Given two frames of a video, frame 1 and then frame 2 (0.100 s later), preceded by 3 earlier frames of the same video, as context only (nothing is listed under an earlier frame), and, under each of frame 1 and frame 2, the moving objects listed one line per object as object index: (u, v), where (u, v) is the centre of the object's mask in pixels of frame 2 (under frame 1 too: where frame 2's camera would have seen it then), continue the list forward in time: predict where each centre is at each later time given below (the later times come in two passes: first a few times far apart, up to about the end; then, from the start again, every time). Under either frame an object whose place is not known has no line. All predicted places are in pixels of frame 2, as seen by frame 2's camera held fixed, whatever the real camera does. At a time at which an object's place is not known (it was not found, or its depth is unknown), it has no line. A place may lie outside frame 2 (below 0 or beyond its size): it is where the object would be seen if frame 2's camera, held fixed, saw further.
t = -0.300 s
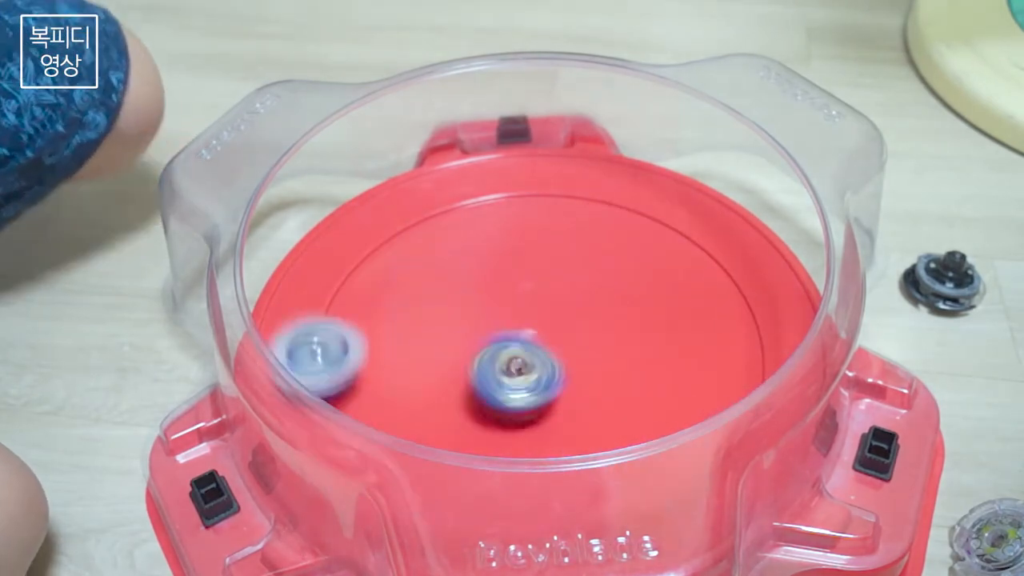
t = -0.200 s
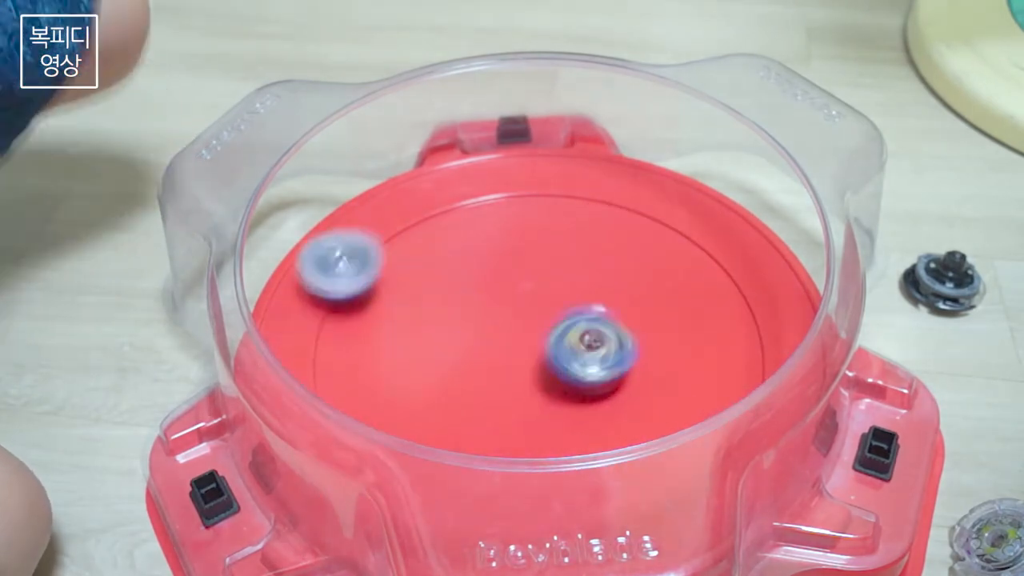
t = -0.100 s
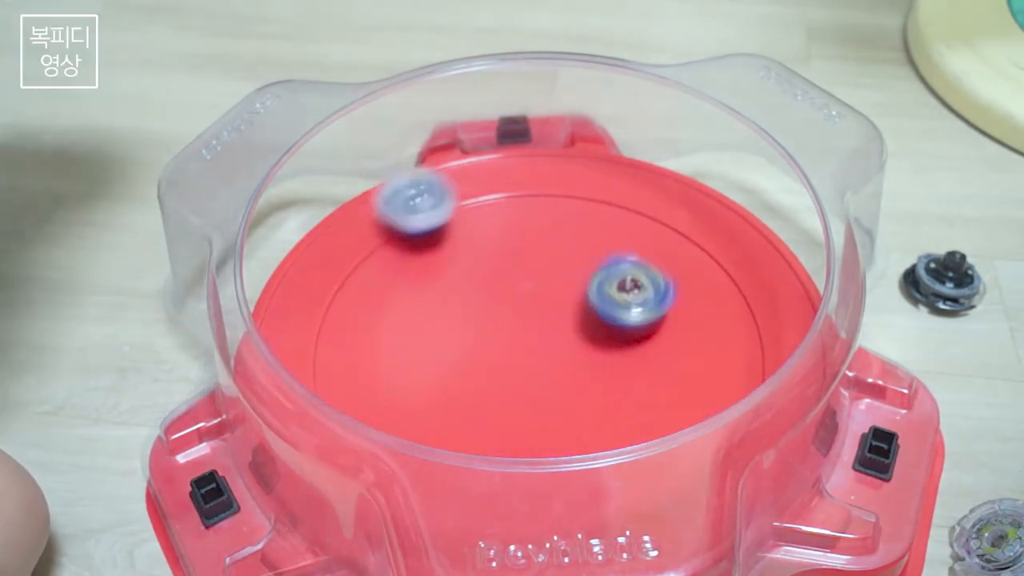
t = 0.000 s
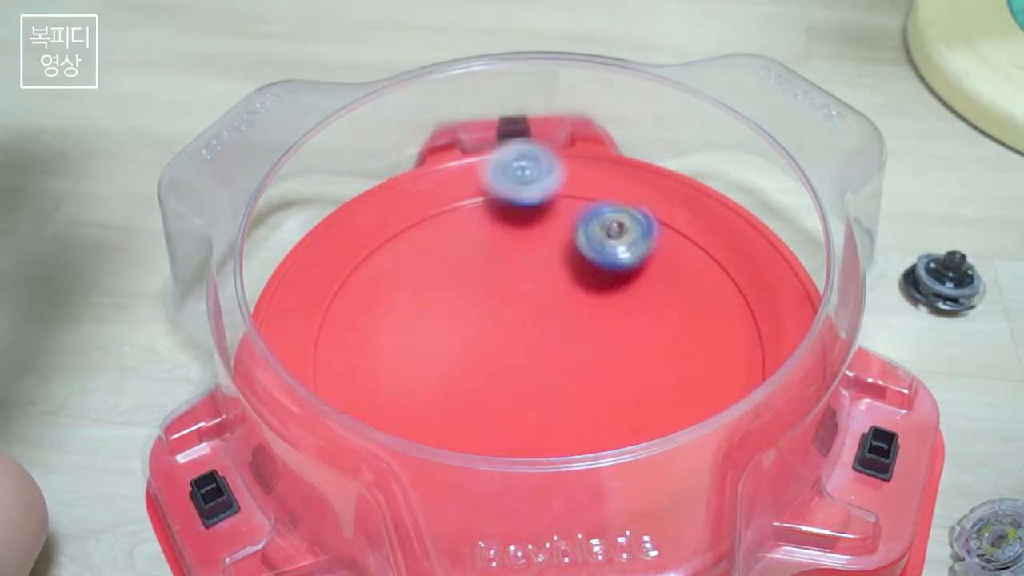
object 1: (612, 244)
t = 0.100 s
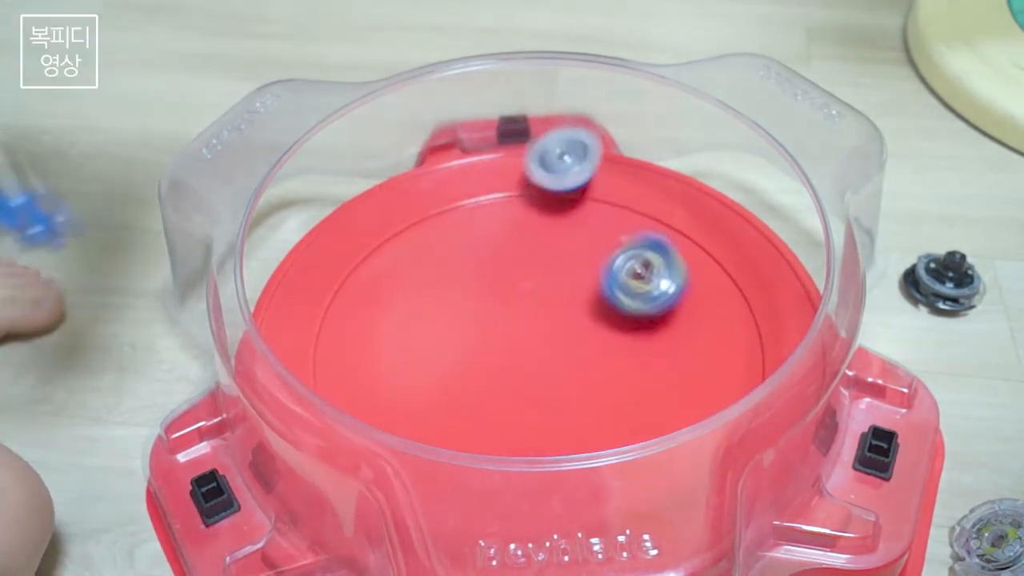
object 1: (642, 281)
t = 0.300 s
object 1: (731, 367)
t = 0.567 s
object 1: (601, 408)
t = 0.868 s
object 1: (555, 468)
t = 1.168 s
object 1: (480, 341)
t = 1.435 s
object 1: (590, 440)
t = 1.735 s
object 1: (573, 423)
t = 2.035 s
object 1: (551, 360)
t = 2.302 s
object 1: (424, 361)
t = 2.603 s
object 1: (547, 349)
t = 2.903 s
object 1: (510, 252)
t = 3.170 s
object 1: (508, 343)
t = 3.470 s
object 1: (660, 364)
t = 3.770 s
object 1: (562, 313)
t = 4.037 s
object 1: (545, 334)
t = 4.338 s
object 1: (564, 350)
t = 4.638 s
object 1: (541, 308)
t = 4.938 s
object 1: (494, 337)
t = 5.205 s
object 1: (567, 360)
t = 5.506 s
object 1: (587, 345)
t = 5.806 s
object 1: (562, 369)
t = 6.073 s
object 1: (631, 389)
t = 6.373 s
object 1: (553, 336)
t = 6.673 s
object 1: (437, 337)
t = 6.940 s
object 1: (517, 366)
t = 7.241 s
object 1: (562, 347)
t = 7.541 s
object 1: (552, 340)
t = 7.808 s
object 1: (532, 360)
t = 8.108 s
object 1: (612, 409)
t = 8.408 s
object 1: (646, 384)
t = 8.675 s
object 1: (650, 340)
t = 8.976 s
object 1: (585, 301)
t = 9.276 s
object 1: (613, 278)
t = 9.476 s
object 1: (610, 300)
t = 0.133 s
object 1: (662, 302)
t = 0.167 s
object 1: (680, 321)
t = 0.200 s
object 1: (698, 337)
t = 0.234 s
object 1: (714, 353)
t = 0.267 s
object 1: (725, 362)
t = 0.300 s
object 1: (731, 367)
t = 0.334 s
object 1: (738, 381)
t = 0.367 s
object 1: (726, 390)
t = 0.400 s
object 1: (711, 394)
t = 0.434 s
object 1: (689, 393)
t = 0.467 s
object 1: (669, 398)
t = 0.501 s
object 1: (648, 403)
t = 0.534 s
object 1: (624, 405)
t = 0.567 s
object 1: (601, 408)
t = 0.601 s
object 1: (599, 419)
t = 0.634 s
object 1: (603, 463)
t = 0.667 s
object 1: (605, 494)
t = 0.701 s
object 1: (599, 498)
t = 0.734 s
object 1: (595, 499)
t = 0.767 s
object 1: (585, 499)
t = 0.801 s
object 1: (575, 497)
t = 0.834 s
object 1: (566, 482)
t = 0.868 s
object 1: (555, 468)
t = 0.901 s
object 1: (544, 451)
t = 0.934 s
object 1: (533, 428)
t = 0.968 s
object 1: (520, 419)
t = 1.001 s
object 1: (507, 401)
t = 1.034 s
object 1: (497, 382)
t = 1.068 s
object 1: (486, 364)
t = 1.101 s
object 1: (475, 344)
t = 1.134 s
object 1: (467, 325)
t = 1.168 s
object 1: (480, 341)
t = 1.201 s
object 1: (503, 363)
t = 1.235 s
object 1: (528, 390)
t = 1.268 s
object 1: (551, 409)
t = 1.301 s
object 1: (571, 419)
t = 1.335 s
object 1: (588, 424)
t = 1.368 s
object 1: (596, 441)
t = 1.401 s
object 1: (596, 443)
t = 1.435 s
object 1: (590, 440)
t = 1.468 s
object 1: (581, 437)
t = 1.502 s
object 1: (571, 423)
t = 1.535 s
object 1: (560, 420)
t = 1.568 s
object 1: (548, 416)
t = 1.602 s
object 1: (539, 414)
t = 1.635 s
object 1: (546, 419)
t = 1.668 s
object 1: (554, 422)
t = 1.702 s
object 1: (563, 422)
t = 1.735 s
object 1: (573, 423)
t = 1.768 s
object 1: (582, 421)
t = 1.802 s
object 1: (589, 419)
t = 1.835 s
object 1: (595, 414)
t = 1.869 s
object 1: (595, 409)
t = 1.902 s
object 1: (594, 402)
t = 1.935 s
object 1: (587, 393)
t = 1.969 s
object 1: (579, 382)
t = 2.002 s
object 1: (566, 370)
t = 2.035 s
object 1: (551, 360)
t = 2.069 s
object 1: (534, 351)
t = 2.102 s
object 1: (516, 345)
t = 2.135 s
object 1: (498, 339)
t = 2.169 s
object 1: (479, 337)
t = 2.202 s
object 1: (460, 337)
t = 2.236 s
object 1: (444, 342)
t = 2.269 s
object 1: (431, 350)
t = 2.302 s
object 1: (424, 361)
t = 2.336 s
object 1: (424, 373)
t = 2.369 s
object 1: (432, 384)
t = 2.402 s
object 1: (447, 391)
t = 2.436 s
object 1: (466, 395)
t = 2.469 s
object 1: (486, 392)
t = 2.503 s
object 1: (506, 385)
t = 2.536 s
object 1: (523, 375)
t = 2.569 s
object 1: (536, 363)
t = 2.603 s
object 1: (547, 349)
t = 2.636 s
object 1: (555, 335)
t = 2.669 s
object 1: (561, 322)
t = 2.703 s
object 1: (564, 306)
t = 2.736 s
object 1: (563, 293)
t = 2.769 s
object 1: (559, 279)
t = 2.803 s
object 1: (550, 269)
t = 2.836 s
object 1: (539, 259)
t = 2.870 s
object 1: (526, 252)
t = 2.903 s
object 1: (510, 252)
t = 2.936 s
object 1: (498, 256)
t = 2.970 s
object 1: (489, 262)
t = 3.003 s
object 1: (483, 272)
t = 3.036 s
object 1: (480, 285)
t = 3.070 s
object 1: (481, 301)
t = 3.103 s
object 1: (487, 317)
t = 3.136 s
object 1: (496, 331)
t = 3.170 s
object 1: (508, 343)
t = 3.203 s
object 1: (523, 354)
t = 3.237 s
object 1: (539, 364)
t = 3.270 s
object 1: (556, 370)
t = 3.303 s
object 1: (574, 376)
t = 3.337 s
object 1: (593, 379)
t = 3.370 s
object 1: (611, 379)
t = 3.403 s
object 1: (629, 378)
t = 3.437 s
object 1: (646, 372)
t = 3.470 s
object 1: (660, 364)
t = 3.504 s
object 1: (668, 351)
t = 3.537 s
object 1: (670, 340)
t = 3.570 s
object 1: (666, 327)
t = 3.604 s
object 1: (654, 318)
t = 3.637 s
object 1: (638, 311)
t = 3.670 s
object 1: (619, 309)
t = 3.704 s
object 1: (601, 308)
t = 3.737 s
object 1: (582, 309)
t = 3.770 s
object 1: (562, 313)
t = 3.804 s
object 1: (544, 319)
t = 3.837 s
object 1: (537, 321)
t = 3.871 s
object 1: (537, 322)
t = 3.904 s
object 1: (538, 325)
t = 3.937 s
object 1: (540, 328)
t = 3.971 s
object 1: (541, 330)
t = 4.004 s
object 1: (543, 332)
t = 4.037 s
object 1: (545, 334)
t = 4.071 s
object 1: (547, 337)
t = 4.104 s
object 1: (548, 340)
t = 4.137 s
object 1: (551, 341)
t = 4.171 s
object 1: (553, 344)
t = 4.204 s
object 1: (556, 347)
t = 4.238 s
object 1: (558, 346)
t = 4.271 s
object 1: (560, 349)
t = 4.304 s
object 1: (562, 349)
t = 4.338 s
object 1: (564, 350)
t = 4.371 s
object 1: (566, 348)
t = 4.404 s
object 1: (567, 346)
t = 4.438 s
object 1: (567, 344)
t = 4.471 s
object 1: (567, 341)
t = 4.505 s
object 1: (564, 334)
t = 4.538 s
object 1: (559, 328)
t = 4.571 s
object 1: (554, 321)
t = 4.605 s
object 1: (549, 313)
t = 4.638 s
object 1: (541, 308)
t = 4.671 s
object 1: (532, 306)
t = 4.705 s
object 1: (524, 303)
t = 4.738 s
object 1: (515, 304)
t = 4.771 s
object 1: (507, 307)
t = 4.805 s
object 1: (502, 312)
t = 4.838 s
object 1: (497, 316)
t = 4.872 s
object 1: (492, 324)
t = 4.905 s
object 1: (493, 330)
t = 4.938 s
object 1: (494, 337)
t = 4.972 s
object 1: (498, 344)
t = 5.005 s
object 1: (505, 351)
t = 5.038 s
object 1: (514, 356)
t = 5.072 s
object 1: (522, 360)
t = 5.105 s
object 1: (533, 363)
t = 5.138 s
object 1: (547, 363)
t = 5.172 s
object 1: (557, 362)
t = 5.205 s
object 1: (567, 360)
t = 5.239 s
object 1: (576, 355)
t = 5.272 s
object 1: (581, 350)
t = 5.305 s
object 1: (586, 345)
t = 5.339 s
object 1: (588, 342)
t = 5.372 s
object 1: (588, 342)
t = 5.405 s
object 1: (589, 343)
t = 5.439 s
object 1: (589, 343)
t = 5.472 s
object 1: (588, 344)
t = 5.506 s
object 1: (587, 345)
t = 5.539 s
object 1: (584, 345)
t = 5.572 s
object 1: (581, 346)
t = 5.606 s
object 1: (576, 346)
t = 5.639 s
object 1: (570, 345)
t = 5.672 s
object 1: (564, 346)
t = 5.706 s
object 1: (558, 345)
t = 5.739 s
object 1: (553, 351)
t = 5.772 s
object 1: (556, 360)
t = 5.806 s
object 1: (562, 369)
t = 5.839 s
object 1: (571, 377)
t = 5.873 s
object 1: (581, 385)
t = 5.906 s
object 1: (592, 392)
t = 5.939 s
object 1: (605, 396)
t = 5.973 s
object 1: (619, 395)
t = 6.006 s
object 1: (624, 396)
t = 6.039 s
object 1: (632, 391)
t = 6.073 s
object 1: (631, 389)
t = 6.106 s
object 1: (632, 382)
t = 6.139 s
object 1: (628, 378)
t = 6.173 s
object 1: (623, 373)
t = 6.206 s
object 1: (619, 363)
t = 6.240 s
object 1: (604, 358)
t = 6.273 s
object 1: (592, 353)
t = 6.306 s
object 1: (578, 347)
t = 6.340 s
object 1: (566, 341)
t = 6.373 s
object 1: (553, 336)
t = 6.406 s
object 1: (539, 332)
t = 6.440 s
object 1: (522, 333)
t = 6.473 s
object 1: (507, 330)
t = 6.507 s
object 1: (494, 328)
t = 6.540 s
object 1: (482, 326)
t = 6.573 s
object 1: (468, 325)
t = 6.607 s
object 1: (455, 326)
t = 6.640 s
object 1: (444, 329)
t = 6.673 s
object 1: (437, 337)
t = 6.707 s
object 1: (433, 345)
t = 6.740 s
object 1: (436, 354)
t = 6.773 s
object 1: (444, 362)
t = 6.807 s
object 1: (458, 368)
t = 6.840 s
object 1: (472, 369)
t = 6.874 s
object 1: (487, 370)
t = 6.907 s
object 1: (503, 369)
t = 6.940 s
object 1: (517, 366)
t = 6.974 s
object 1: (532, 362)
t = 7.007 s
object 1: (537, 361)
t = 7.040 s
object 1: (541, 360)
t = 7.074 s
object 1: (546, 358)
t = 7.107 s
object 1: (549, 358)
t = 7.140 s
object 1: (555, 356)
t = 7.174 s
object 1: (558, 353)
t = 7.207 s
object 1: (561, 350)
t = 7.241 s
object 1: (562, 347)
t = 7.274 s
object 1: (563, 344)
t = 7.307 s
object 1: (564, 341)
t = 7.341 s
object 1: (564, 339)
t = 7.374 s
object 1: (564, 335)
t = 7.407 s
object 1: (561, 332)
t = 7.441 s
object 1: (559, 333)
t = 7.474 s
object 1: (556, 336)
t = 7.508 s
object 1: (555, 337)
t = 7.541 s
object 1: (552, 340)
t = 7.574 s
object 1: (550, 342)
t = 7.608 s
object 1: (547, 345)
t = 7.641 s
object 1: (546, 347)
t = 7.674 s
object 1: (543, 349)
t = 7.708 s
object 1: (542, 352)
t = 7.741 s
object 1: (538, 355)
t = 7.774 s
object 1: (535, 357)
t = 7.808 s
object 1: (532, 360)
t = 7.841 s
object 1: (534, 362)
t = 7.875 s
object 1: (545, 374)
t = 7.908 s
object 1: (559, 382)
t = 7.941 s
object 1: (568, 390)
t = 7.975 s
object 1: (577, 395)
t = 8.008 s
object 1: (585, 401)
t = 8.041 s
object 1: (593, 405)
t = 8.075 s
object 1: (603, 407)
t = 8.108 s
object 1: (612, 409)
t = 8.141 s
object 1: (620, 410)
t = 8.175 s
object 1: (628, 409)
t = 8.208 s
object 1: (632, 408)
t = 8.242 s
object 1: (633, 404)
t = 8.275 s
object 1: (635, 401)
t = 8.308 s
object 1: (629, 397)
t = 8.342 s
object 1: (630, 392)
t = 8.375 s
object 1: (632, 390)
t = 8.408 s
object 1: (646, 384)
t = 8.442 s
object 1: (658, 381)
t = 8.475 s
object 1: (667, 377)
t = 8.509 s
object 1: (673, 372)
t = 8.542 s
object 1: (679, 361)
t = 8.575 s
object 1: (676, 352)
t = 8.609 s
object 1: (671, 346)
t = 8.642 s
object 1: (663, 341)
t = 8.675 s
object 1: (650, 340)
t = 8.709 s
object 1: (640, 337)
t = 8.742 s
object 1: (634, 328)
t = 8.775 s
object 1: (622, 329)
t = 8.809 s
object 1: (614, 324)
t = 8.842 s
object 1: (606, 319)
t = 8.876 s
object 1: (598, 314)
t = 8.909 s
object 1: (588, 313)
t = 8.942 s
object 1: (580, 308)
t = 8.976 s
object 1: (585, 301)
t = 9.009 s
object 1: (592, 296)
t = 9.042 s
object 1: (595, 291)
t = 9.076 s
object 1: (596, 286)
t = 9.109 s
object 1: (595, 285)
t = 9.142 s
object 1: (599, 282)
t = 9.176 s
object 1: (606, 280)
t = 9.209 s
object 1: (609, 277)
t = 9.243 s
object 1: (612, 277)
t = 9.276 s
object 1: (613, 278)
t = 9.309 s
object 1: (611, 284)
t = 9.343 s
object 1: (607, 287)
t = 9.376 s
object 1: (606, 290)
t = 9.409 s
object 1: (606, 293)
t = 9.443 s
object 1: (607, 298)
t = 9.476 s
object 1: (610, 300)
